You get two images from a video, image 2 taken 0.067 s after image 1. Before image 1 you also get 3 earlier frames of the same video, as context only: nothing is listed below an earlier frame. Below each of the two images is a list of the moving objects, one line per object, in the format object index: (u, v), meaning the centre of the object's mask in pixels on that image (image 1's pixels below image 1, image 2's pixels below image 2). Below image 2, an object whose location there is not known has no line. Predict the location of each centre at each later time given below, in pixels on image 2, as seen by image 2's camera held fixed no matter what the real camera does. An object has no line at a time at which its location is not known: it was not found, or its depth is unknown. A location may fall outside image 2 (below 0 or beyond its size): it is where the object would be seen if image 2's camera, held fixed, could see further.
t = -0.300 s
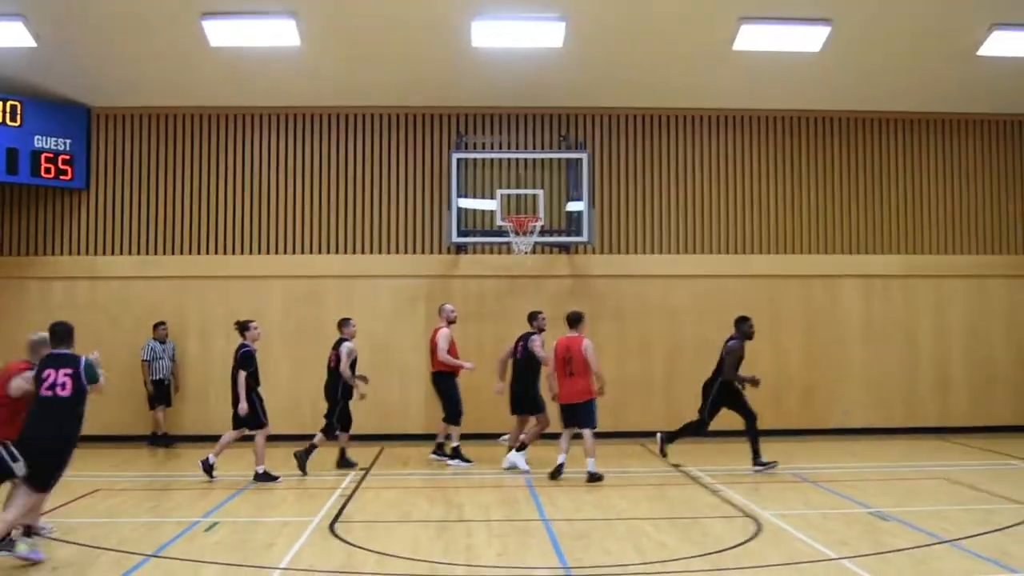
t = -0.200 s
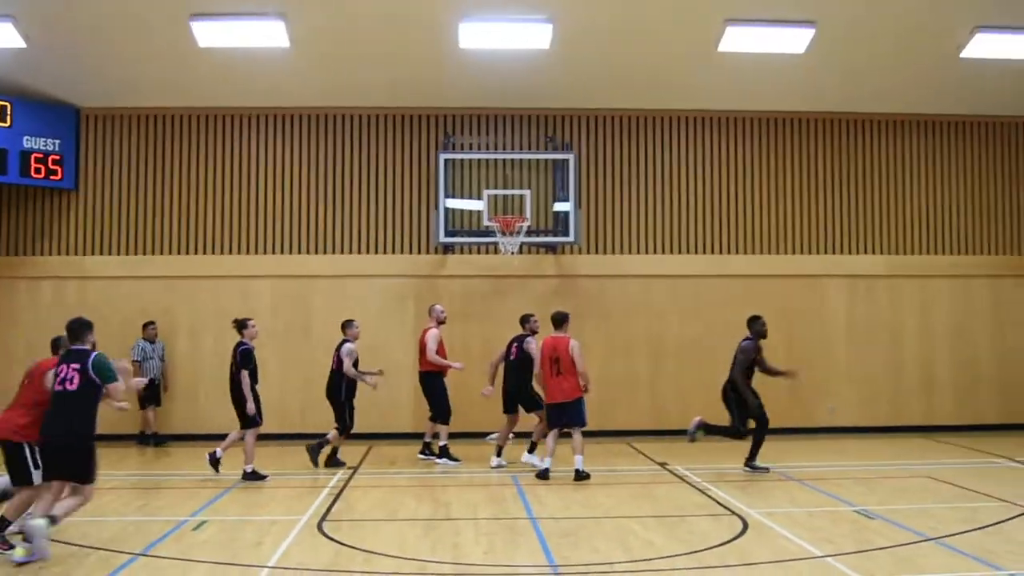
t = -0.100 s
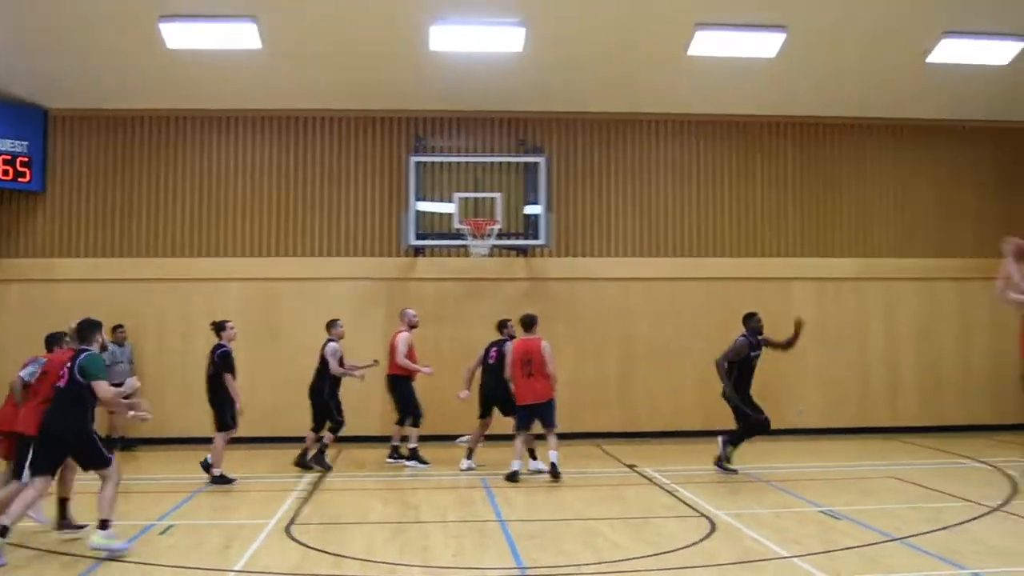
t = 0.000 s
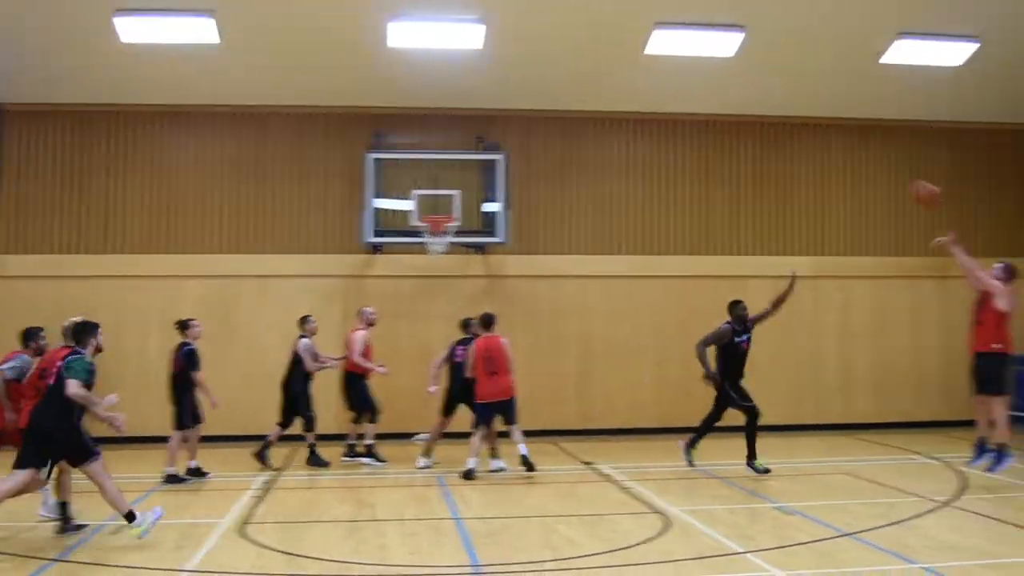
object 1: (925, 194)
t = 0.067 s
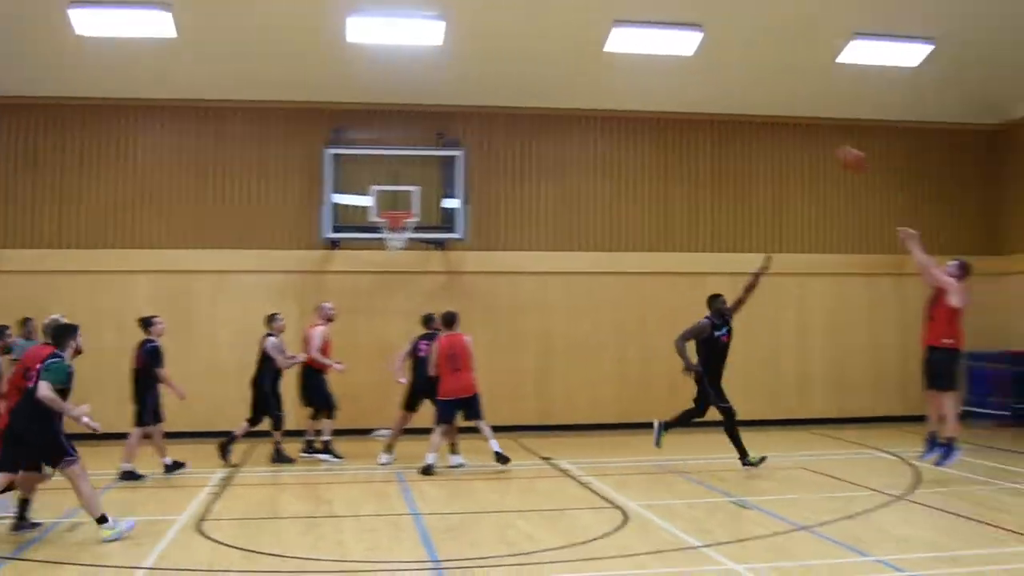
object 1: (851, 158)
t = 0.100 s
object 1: (832, 142)
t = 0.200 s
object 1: (788, 107)
